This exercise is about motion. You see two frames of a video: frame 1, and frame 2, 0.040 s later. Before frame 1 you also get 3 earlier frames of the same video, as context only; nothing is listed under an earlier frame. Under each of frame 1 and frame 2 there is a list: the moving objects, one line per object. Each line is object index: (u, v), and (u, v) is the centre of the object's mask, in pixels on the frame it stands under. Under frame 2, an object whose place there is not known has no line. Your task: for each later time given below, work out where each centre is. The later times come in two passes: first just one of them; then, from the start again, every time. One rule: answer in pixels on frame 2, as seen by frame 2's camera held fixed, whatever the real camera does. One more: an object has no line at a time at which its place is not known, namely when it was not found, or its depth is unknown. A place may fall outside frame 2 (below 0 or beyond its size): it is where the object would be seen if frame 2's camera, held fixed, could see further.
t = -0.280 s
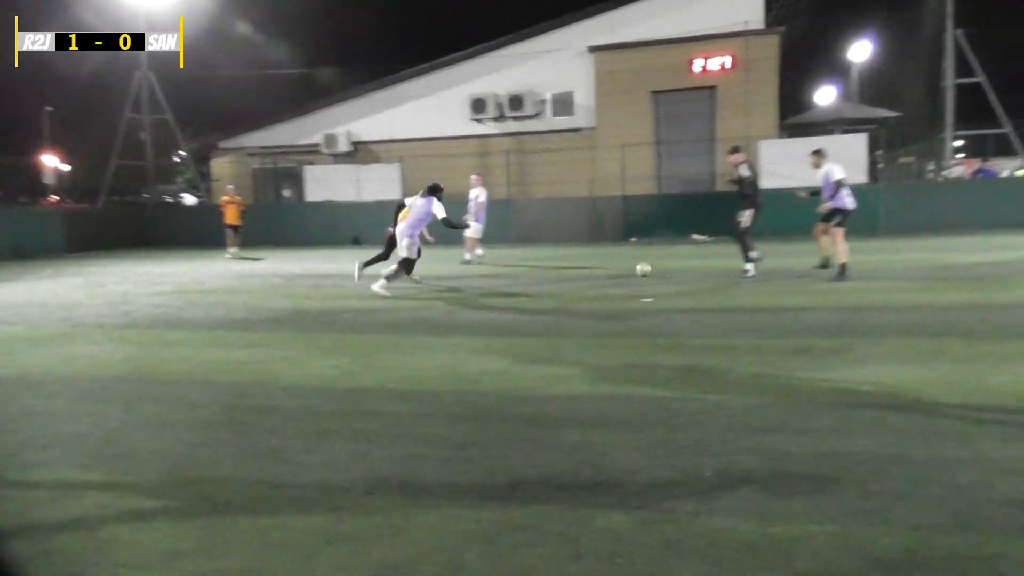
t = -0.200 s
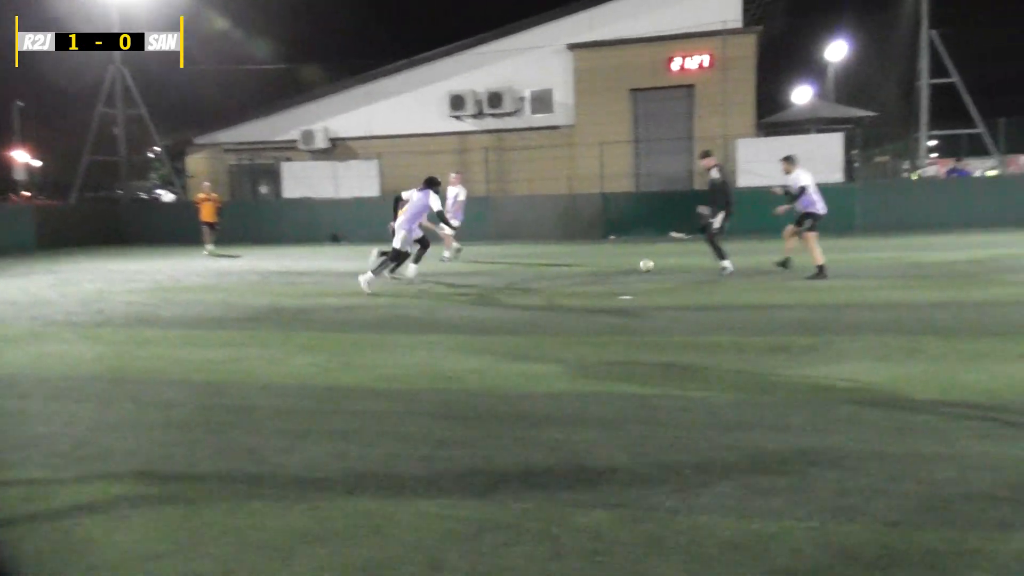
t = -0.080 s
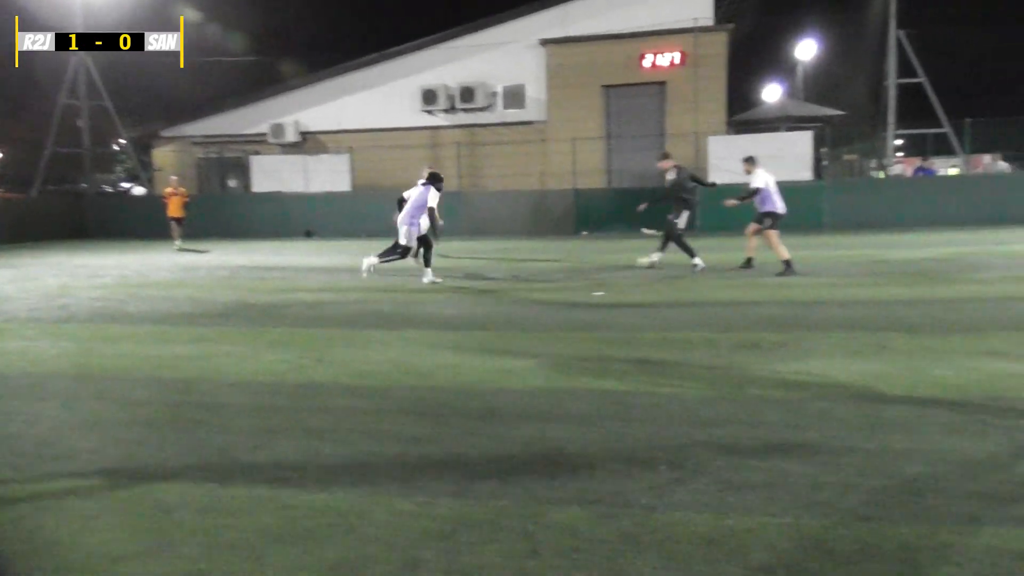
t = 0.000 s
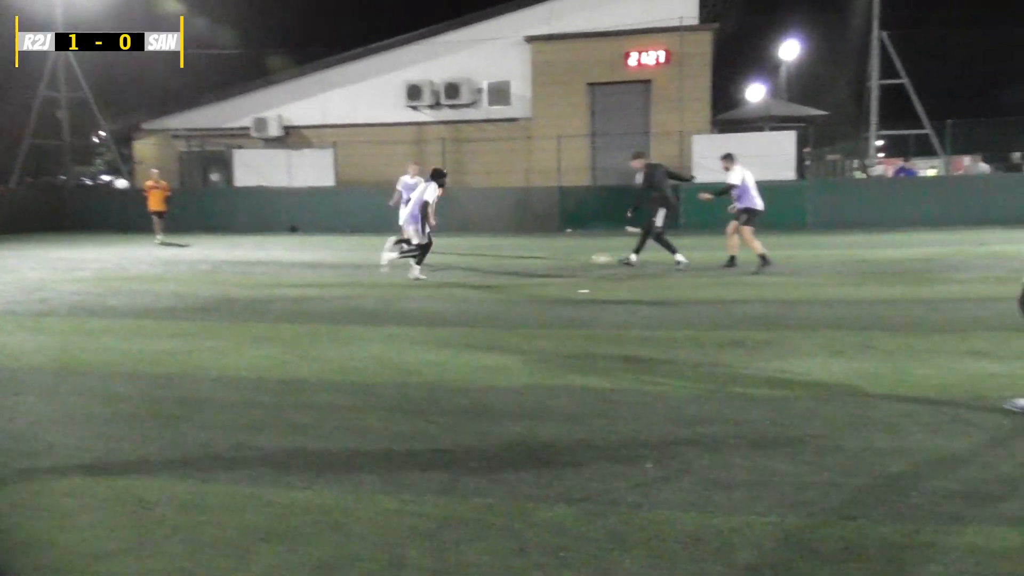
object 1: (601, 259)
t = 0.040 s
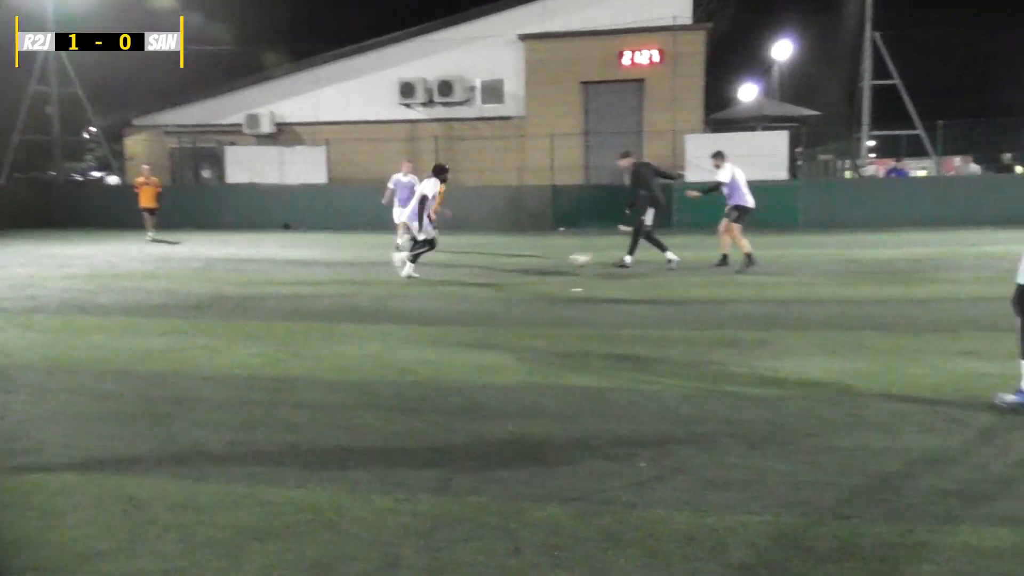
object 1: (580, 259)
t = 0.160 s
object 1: (530, 272)
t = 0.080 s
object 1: (563, 263)
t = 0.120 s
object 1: (548, 267)
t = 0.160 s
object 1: (530, 272)
